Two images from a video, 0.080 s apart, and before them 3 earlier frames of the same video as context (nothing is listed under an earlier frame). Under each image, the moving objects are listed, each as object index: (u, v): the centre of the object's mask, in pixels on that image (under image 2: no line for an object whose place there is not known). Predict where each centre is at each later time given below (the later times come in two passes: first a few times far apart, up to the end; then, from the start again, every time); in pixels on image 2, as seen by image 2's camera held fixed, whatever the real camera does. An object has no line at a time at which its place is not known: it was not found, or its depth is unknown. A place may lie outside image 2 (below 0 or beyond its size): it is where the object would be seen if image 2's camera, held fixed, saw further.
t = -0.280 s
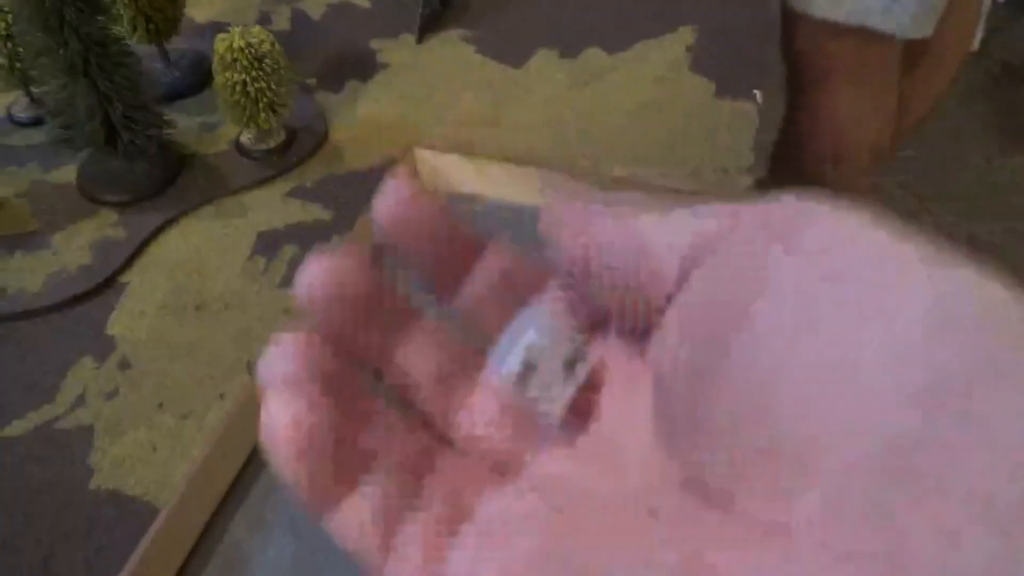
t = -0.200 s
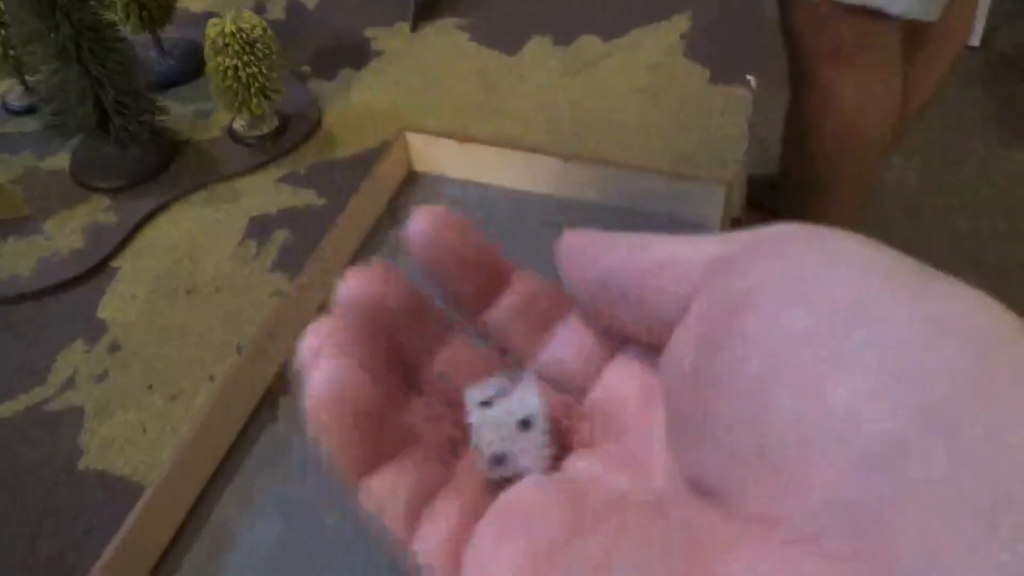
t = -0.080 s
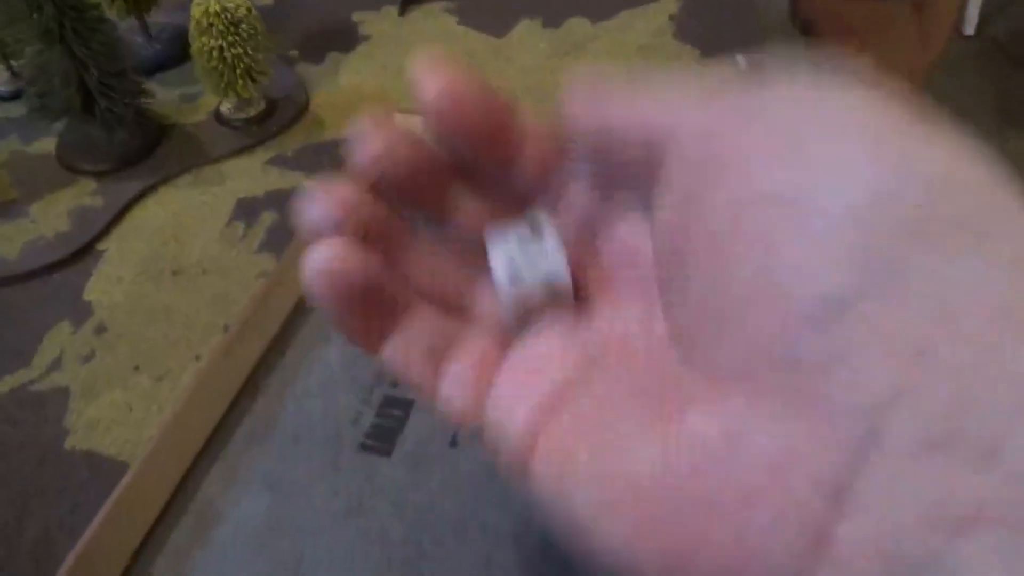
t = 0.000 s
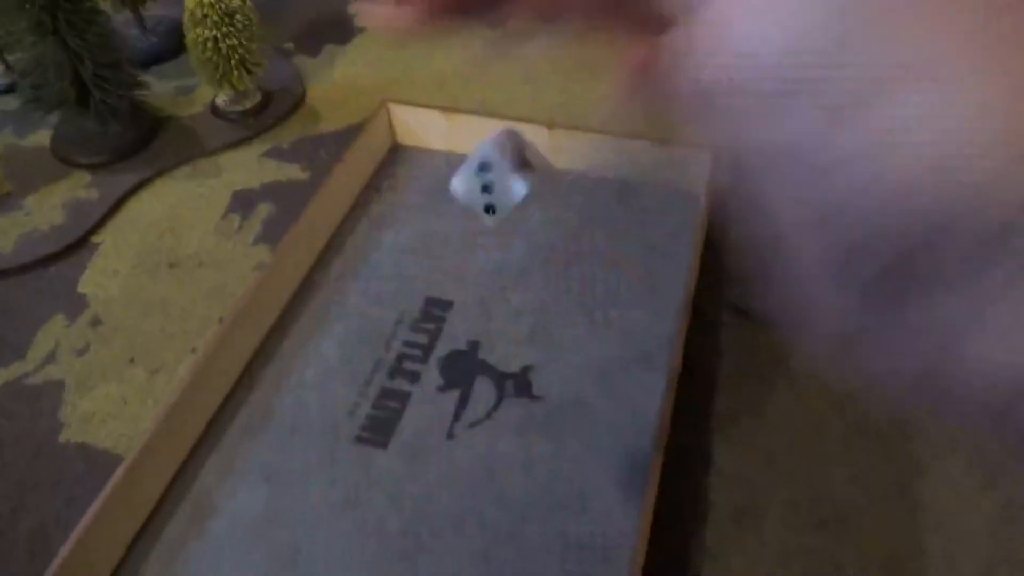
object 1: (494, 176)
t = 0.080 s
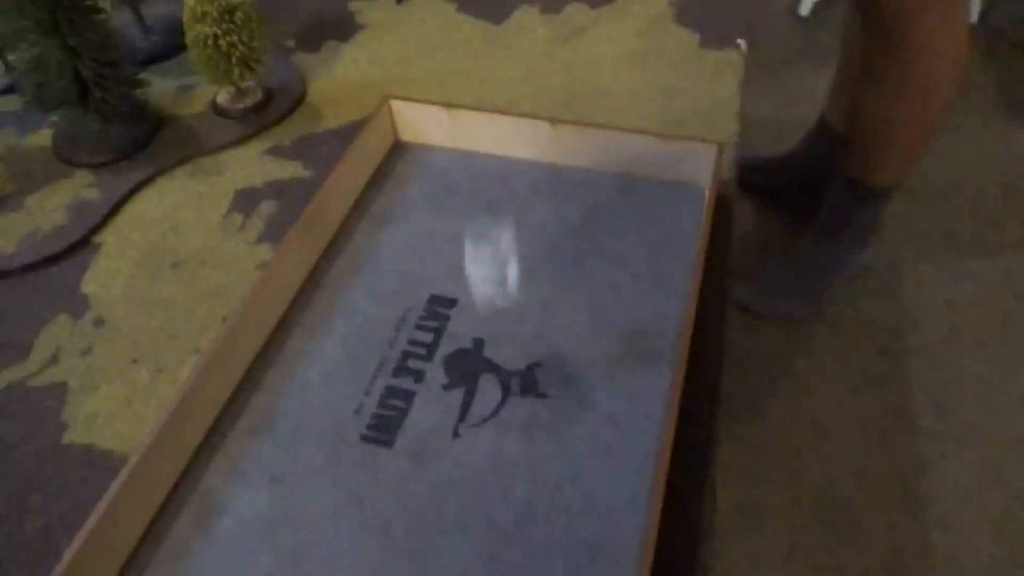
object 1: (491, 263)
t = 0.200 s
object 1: (514, 343)
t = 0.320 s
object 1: (516, 368)
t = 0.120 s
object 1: (495, 316)
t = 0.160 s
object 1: (504, 317)
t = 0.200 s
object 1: (514, 343)
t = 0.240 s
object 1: (509, 353)
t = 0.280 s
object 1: (509, 363)
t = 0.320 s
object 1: (516, 368)
